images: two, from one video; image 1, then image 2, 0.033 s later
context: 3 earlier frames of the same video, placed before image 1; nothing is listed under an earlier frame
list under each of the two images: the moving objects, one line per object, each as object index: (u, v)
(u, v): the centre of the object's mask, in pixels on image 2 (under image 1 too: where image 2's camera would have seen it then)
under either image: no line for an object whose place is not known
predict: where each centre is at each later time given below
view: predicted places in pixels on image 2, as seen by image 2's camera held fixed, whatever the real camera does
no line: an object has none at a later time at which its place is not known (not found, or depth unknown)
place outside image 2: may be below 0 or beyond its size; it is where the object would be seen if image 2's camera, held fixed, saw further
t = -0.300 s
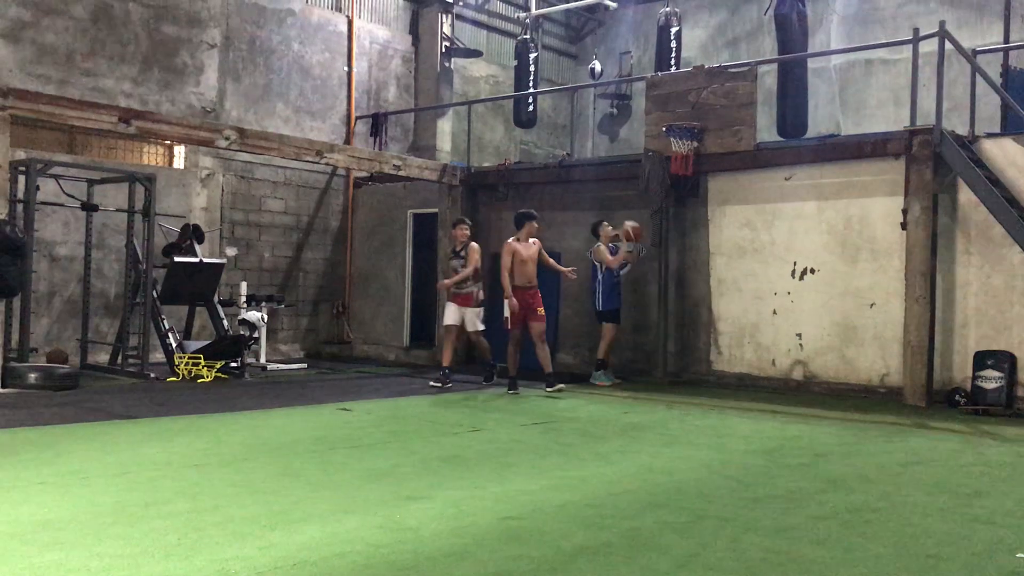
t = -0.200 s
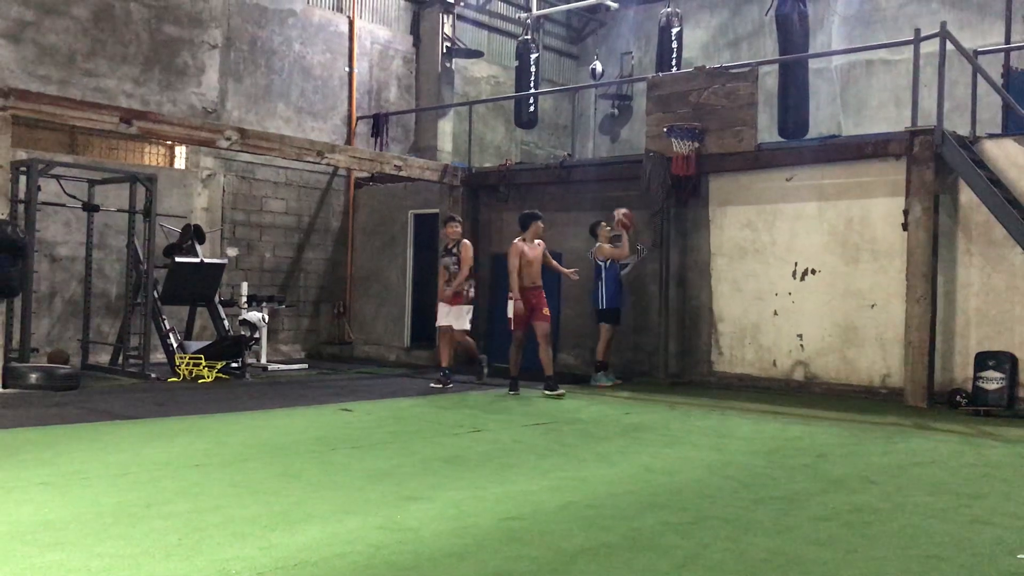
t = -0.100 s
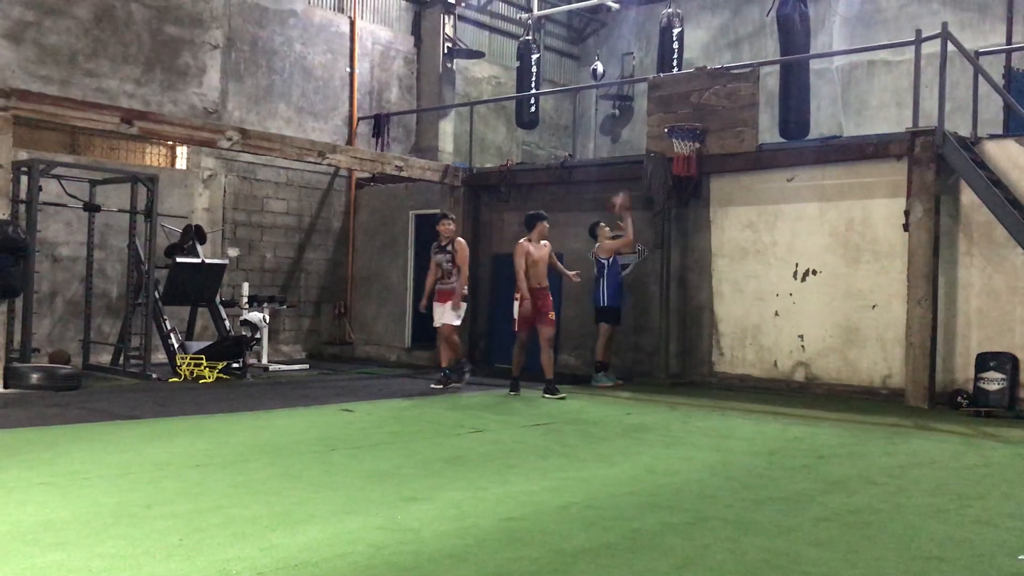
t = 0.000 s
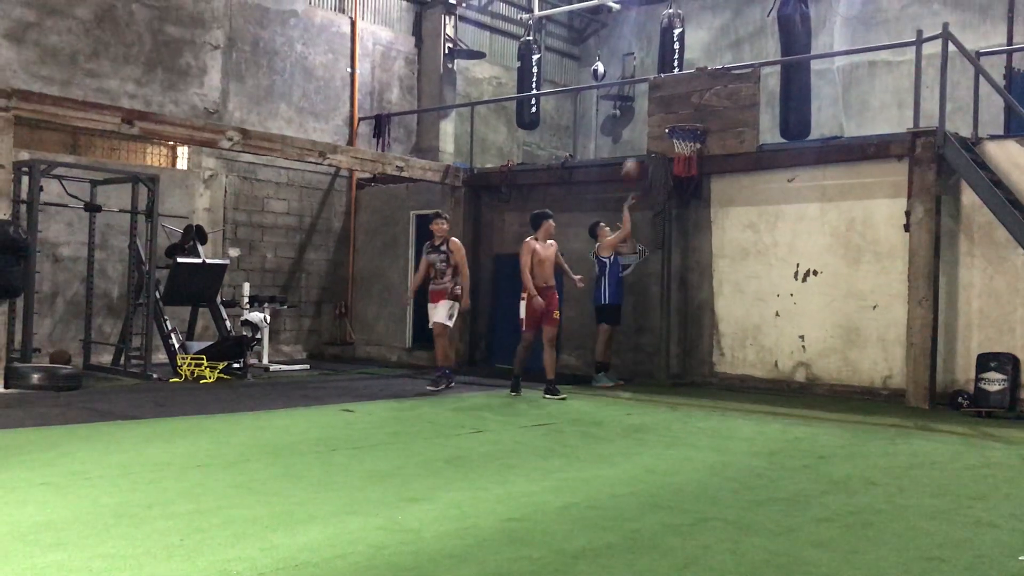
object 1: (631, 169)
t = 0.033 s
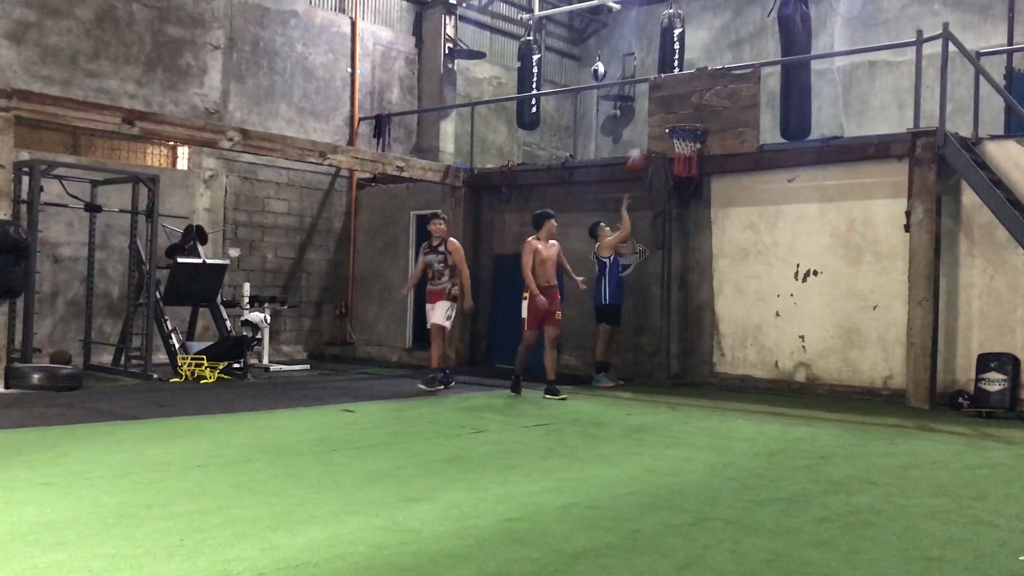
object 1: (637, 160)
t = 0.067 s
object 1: (640, 151)
